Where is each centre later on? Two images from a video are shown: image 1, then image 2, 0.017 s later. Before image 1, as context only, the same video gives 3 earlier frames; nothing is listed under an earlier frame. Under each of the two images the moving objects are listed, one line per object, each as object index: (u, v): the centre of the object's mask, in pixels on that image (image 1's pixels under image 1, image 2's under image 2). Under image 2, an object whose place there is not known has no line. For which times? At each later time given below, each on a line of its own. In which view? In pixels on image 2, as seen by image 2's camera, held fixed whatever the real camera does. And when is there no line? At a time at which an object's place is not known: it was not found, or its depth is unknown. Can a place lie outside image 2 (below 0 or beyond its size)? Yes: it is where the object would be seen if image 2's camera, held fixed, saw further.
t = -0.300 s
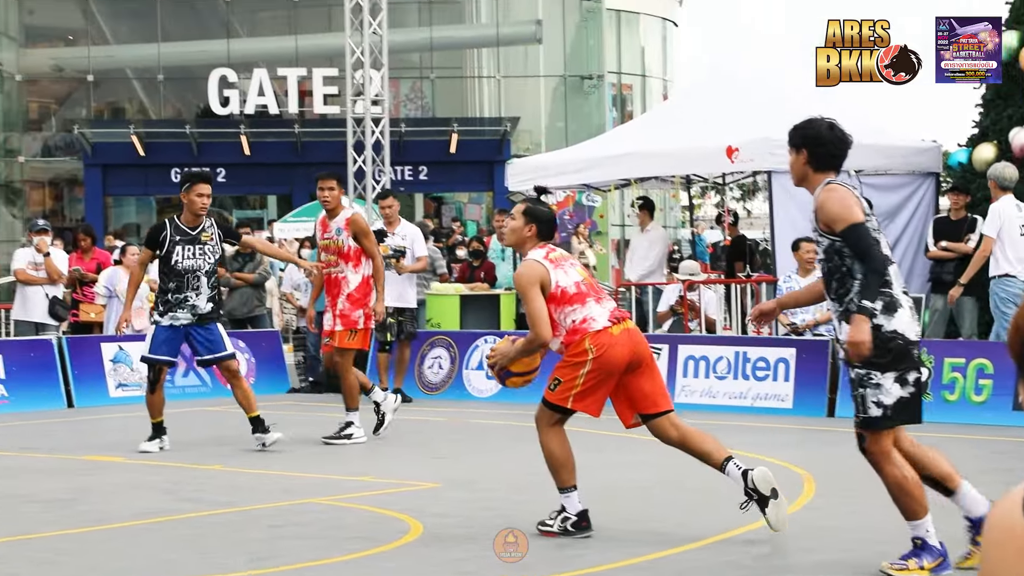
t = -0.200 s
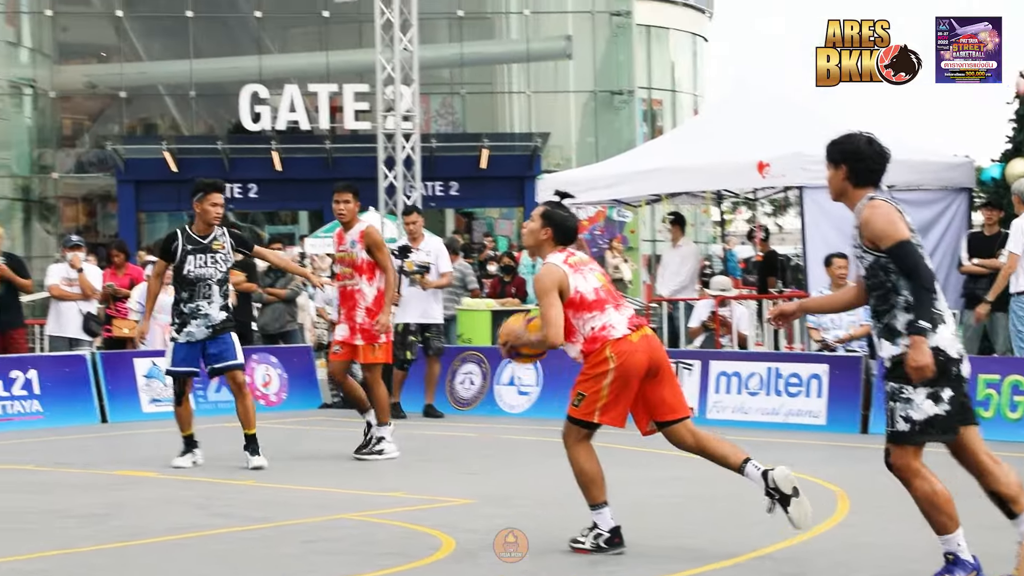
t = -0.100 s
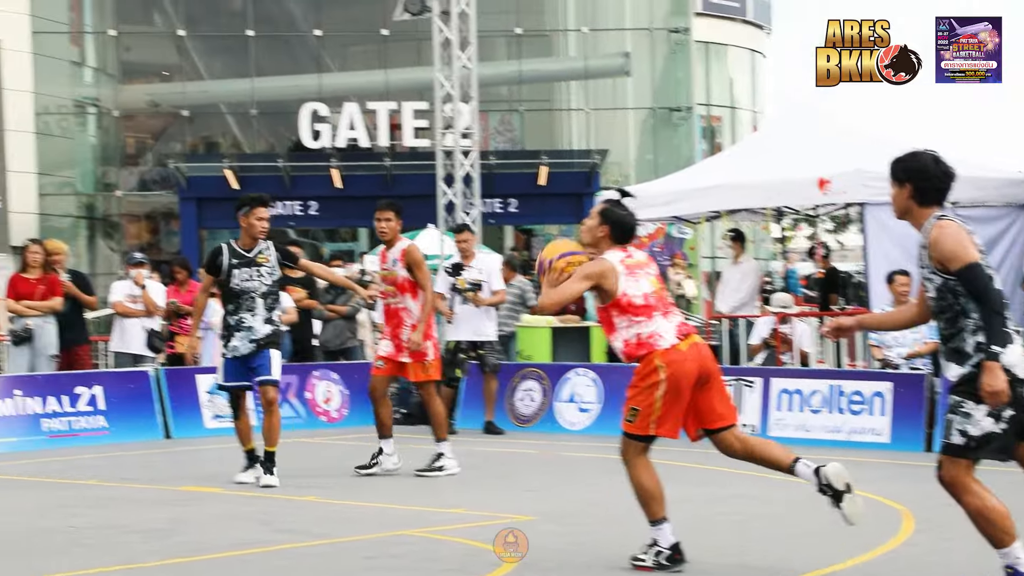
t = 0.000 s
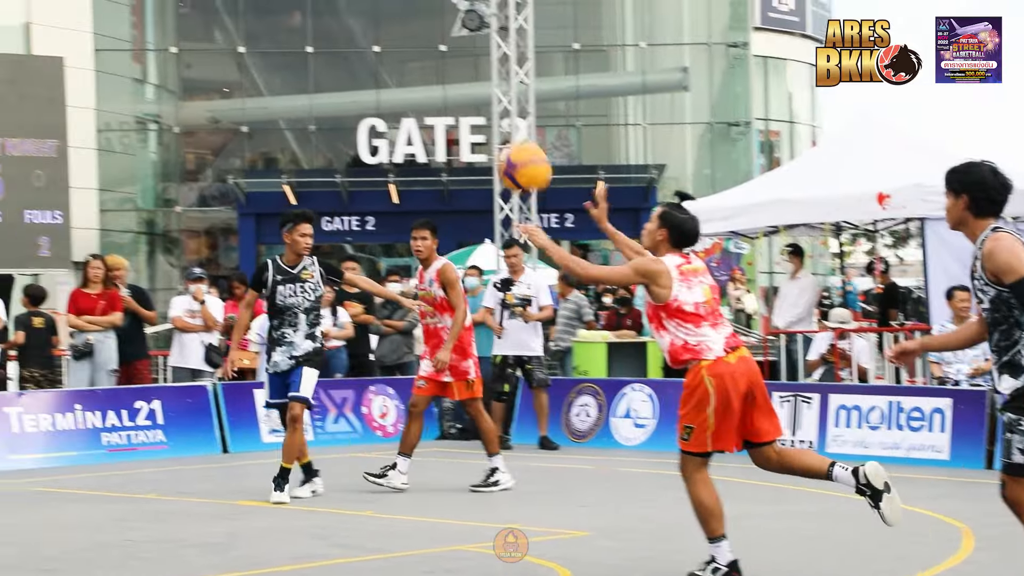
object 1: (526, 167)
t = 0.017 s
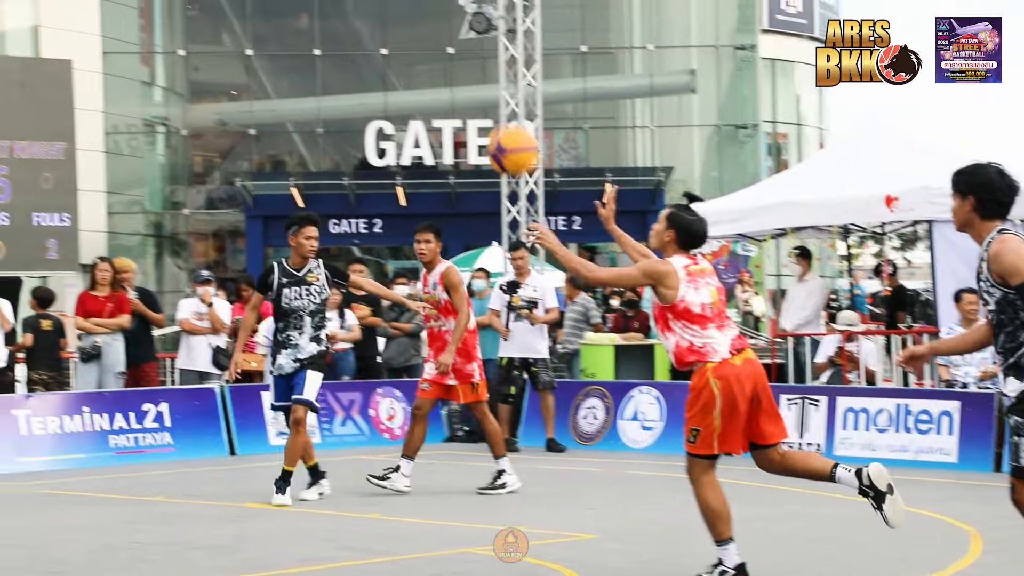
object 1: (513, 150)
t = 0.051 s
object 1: (477, 112)
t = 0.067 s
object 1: (459, 95)
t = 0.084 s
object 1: (440, 78)
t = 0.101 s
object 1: (424, 61)
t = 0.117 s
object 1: (406, 46)
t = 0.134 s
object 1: (388, 32)
